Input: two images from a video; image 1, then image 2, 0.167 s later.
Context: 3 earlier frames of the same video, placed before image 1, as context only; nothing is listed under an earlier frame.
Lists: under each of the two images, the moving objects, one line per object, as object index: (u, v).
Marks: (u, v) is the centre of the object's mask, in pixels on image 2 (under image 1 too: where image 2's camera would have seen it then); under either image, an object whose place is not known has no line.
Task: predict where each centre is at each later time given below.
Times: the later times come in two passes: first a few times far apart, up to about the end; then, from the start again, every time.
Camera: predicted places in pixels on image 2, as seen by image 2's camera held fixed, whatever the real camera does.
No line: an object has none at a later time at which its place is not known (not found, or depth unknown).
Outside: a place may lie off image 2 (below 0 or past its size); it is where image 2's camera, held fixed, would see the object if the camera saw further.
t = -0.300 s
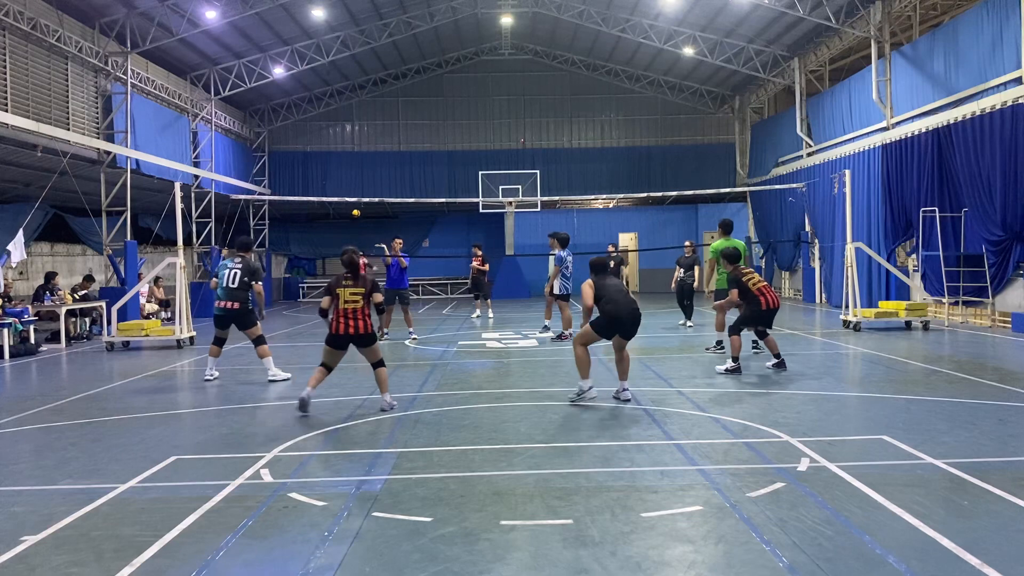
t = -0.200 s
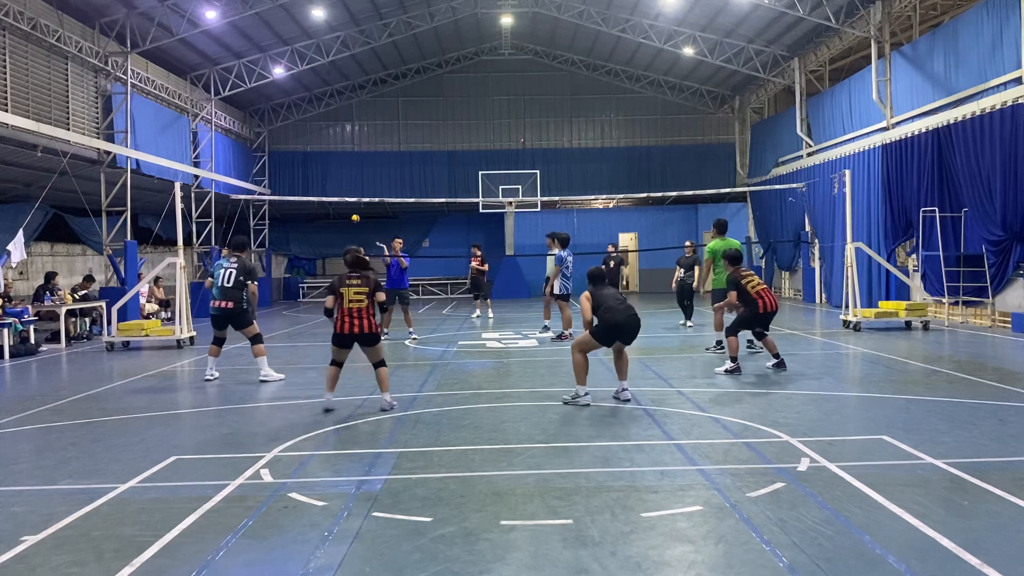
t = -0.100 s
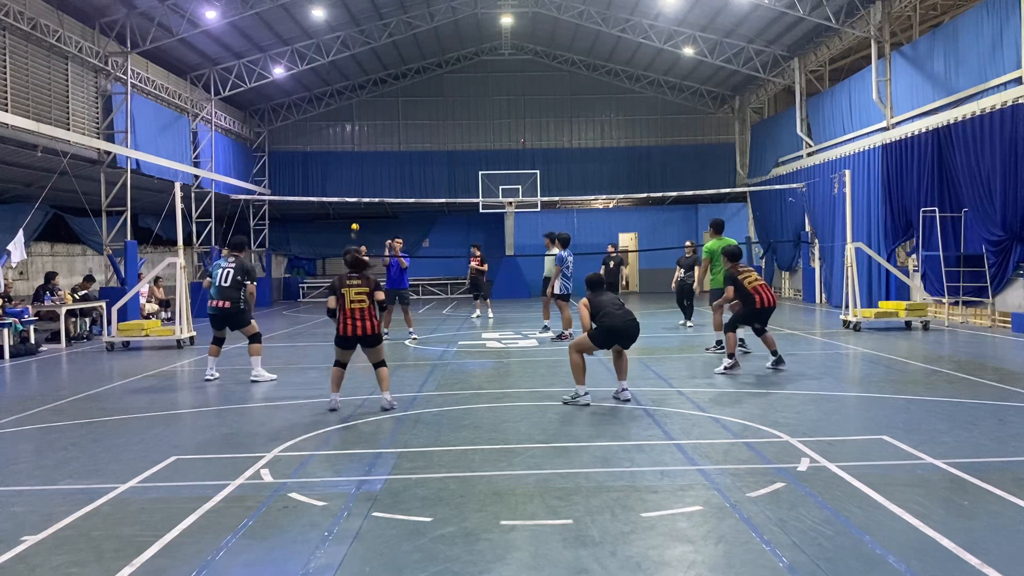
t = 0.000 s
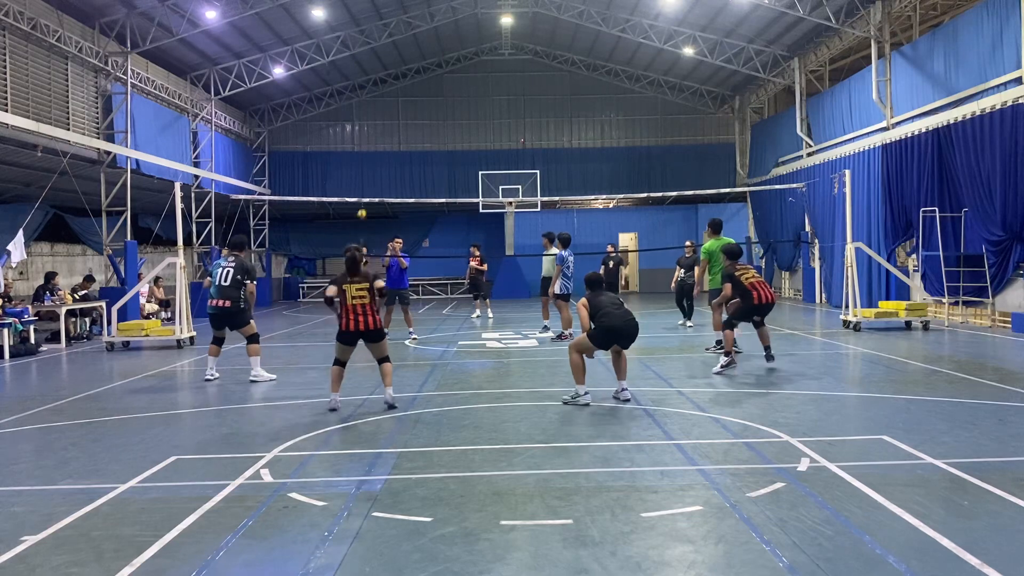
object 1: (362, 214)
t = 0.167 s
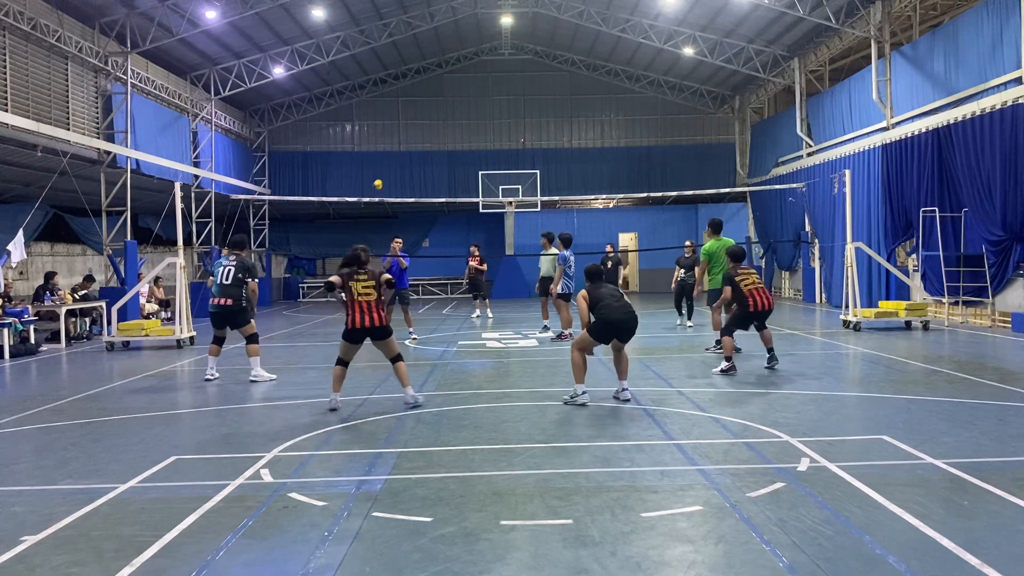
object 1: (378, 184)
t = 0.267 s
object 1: (390, 170)
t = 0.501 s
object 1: (417, 152)
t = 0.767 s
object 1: (459, 161)
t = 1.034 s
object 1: (522, 214)
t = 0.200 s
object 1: (382, 179)
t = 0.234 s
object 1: (386, 175)
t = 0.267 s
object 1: (390, 170)
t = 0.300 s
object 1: (393, 166)
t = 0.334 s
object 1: (397, 163)
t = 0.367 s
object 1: (401, 159)
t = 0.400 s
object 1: (405, 157)
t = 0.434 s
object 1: (409, 155)
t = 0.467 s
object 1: (413, 153)
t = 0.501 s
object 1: (417, 152)
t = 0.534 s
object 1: (421, 151)
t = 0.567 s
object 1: (426, 151)
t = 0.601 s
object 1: (431, 151)
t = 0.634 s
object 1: (436, 152)
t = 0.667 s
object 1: (442, 153)
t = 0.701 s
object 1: (447, 155)
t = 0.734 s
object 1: (453, 158)
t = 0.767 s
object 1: (459, 161)
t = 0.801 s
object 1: (466, 165)
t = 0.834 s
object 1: (473, 169)
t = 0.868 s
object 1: (480, 174)
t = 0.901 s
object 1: (489, 180)
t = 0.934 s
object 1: (496, 187)
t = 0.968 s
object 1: (504, 195)
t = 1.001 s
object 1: (513, 204)
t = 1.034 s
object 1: (522, 214)
